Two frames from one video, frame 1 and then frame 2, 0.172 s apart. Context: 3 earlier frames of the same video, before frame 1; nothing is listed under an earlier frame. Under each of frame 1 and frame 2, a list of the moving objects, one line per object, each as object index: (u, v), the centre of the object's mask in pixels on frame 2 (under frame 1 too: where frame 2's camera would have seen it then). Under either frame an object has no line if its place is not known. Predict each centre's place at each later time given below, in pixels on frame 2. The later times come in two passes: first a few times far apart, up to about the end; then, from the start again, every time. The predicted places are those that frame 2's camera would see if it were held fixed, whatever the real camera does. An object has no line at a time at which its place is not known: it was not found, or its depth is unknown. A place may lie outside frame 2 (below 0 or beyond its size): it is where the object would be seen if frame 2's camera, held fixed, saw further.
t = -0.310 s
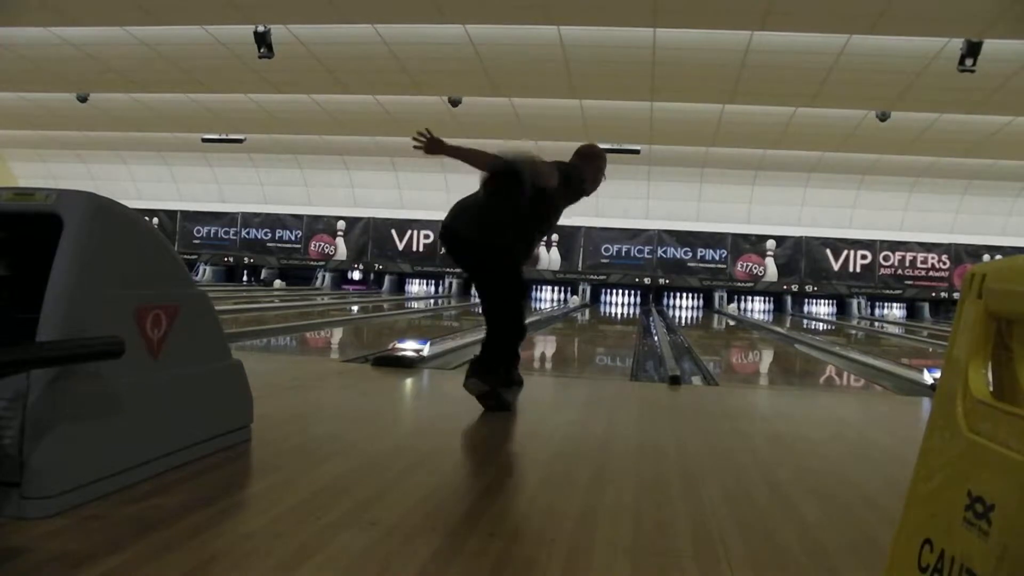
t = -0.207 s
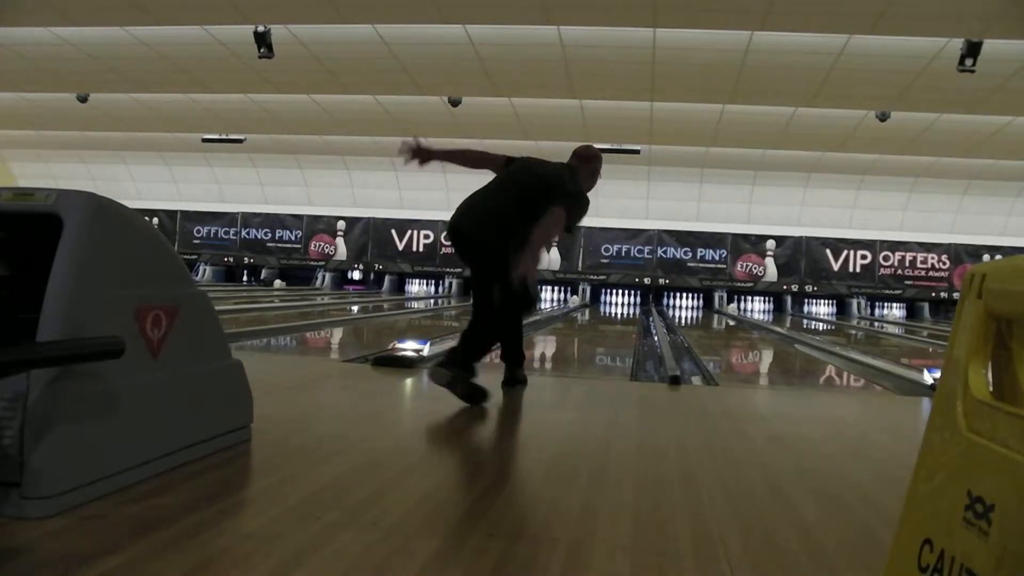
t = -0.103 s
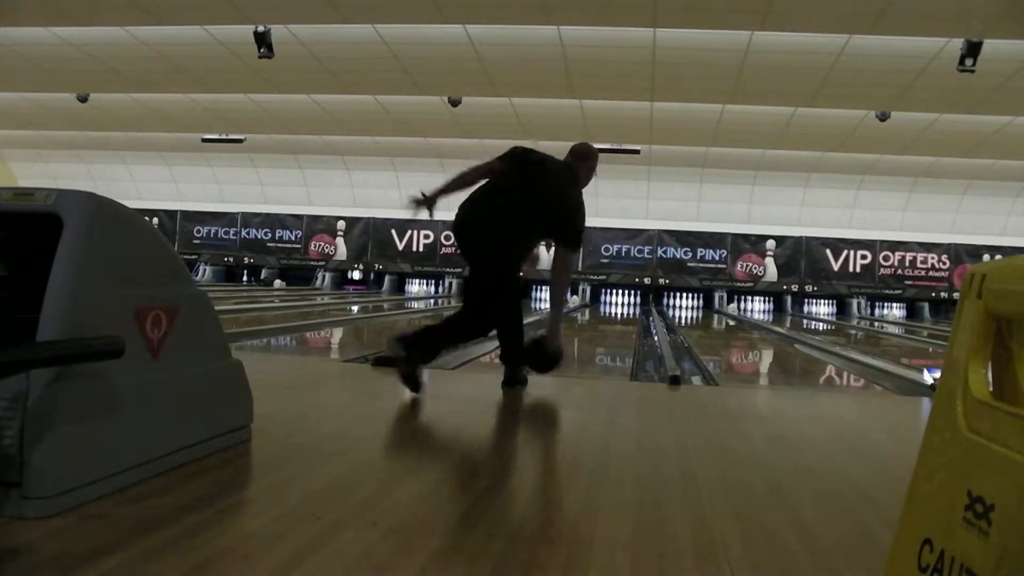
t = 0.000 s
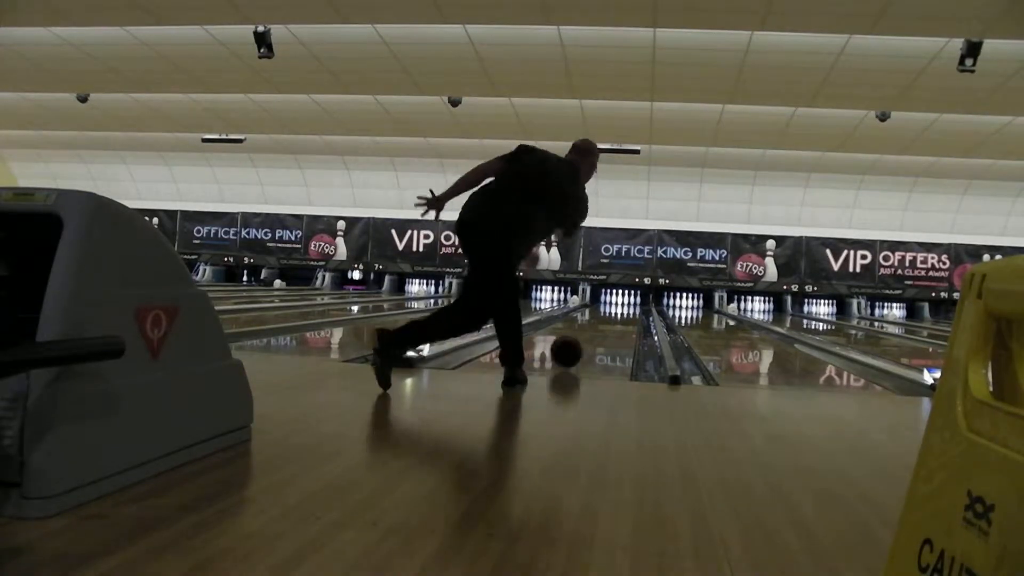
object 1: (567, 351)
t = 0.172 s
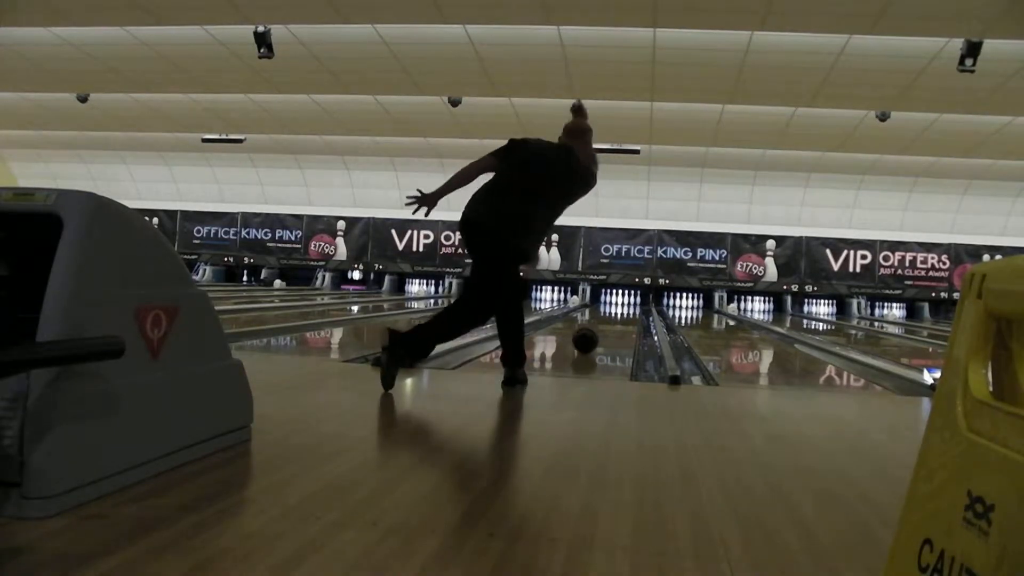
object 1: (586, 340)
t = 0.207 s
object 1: (588, 338)
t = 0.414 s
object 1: (602, 329)
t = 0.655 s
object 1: (613, 322)
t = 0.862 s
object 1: (619, 316)
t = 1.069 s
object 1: (624, 313)
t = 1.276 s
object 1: (628, 309)
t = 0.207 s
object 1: (588, 338)
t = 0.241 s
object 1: (591, 337)
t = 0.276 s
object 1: (593, 335)
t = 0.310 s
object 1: (596, 333)
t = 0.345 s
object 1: (598, 332)
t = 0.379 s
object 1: (600, 331)
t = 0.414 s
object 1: (602, 329)
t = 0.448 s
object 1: (604, 328)
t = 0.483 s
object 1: (605, 327)
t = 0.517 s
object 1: (607, 326)
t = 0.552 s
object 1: (608, 325)
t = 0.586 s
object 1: (610, 323)
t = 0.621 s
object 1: (612, 322)
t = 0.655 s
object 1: (613, 322)
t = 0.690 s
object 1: (614, 320)
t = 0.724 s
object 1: (615, 319)
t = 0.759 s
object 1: (616, 318)
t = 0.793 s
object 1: (617, 318)
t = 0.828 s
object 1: (619, 317)
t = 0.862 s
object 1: (619, 316)
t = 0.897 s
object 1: (621, 316)
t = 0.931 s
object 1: (621, 315)
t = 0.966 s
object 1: (622, 315)
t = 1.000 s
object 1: (622, 314)
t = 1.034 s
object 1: (624, 313)
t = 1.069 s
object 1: (624, 313)
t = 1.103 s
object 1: (625, 312)
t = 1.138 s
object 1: (626, 311)
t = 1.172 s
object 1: (627, 311)
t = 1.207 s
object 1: (627, 310)
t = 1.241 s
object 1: (627, 310)
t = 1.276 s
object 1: (628, 309)
